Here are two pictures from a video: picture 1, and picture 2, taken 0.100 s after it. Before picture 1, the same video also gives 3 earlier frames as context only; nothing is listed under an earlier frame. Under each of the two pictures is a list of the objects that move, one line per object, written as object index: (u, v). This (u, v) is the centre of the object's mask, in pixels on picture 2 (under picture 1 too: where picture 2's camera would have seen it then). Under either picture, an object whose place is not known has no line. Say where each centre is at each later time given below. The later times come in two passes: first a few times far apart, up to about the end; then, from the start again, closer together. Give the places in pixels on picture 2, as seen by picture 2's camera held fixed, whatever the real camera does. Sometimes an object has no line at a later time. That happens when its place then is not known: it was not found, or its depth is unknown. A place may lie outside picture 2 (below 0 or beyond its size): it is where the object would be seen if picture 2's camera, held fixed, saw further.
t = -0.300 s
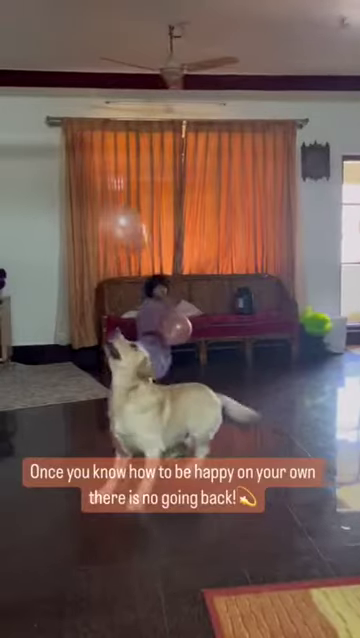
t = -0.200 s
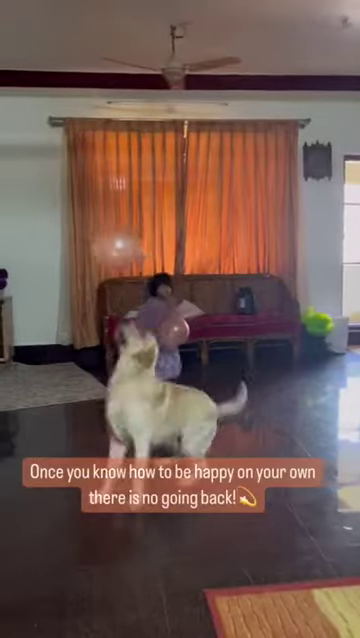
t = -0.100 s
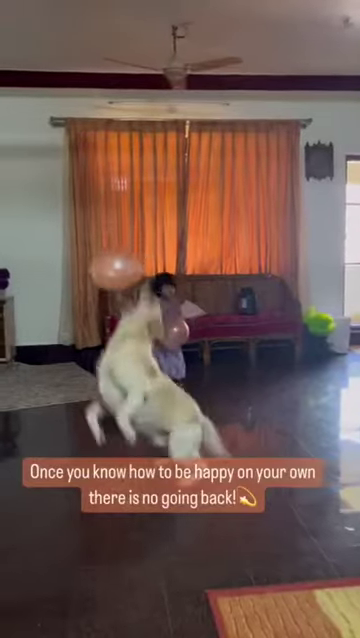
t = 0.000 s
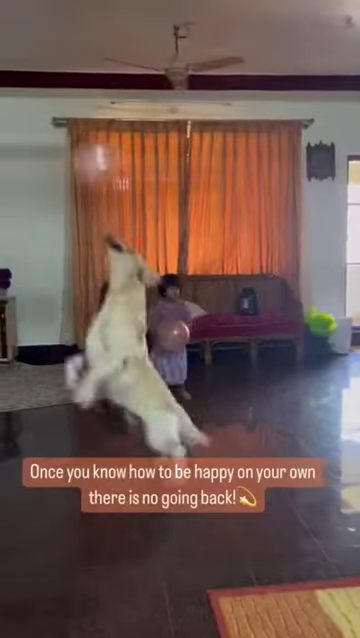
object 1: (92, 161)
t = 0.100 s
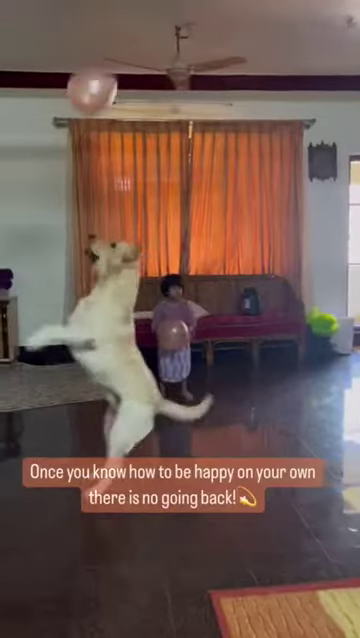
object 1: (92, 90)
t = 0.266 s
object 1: (98, 47)
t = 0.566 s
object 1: (105, 17)
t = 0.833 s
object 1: (93, 13)
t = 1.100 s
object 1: (80, 28)
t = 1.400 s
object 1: (73, 77)
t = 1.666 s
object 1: (76, 135)
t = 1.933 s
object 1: (89, 191)
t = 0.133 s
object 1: (91, 77)
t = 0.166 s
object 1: (91, 68)
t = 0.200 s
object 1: (93, 61)
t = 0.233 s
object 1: (95, 54)
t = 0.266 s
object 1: (98, 47)
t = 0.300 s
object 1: (99, 42)
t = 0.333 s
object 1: (100, 37)
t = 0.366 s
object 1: (102, 35)
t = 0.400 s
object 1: (103, 31)
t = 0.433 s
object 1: (105, 25)
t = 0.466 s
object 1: (106, 22)
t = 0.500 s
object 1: (106, 20)
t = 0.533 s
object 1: (105, 18)
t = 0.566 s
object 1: (105, 17)
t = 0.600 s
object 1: (104, 16)
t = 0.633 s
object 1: (103, 15)
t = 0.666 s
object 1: (101, 15)
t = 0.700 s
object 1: (99, 15)
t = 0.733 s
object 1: (98, 14)
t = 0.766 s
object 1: (96, 14)
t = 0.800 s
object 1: (94, 14)
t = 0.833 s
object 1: (93, 13)
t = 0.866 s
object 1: (91, 14)
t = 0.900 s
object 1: (89, 14)
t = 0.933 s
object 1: (88, 14)
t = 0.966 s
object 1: (86, 17)
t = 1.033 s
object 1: (83, 21)
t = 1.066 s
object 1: (82, 24)
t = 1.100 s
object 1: (80, 28)
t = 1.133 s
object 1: (79, 31)
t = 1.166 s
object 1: (78, 35)
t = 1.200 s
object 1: (77, 40)
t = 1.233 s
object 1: (76, 47)
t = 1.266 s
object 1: (75, 52)
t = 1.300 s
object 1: (74, 57)
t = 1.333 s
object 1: (73, 64)
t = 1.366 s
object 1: (73, 70)
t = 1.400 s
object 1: (73, 77)
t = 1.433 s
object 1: (72, 84)
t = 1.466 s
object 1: (73, 91)
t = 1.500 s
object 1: (71, 97)
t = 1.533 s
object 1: (73, 106)
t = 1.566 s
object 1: (75, 116)
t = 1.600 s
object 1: (74, 121)
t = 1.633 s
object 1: (75, 126)
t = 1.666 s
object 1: (76, 135)
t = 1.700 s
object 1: (79, 143)
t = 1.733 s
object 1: (80, 149)
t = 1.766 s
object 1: (80, 158)
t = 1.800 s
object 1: (83, 165)
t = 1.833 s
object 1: (82, 172)
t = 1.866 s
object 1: (84, 179)
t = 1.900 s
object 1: (87, 185)
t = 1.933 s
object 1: (89, 191)
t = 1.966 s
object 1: (91, 198)
